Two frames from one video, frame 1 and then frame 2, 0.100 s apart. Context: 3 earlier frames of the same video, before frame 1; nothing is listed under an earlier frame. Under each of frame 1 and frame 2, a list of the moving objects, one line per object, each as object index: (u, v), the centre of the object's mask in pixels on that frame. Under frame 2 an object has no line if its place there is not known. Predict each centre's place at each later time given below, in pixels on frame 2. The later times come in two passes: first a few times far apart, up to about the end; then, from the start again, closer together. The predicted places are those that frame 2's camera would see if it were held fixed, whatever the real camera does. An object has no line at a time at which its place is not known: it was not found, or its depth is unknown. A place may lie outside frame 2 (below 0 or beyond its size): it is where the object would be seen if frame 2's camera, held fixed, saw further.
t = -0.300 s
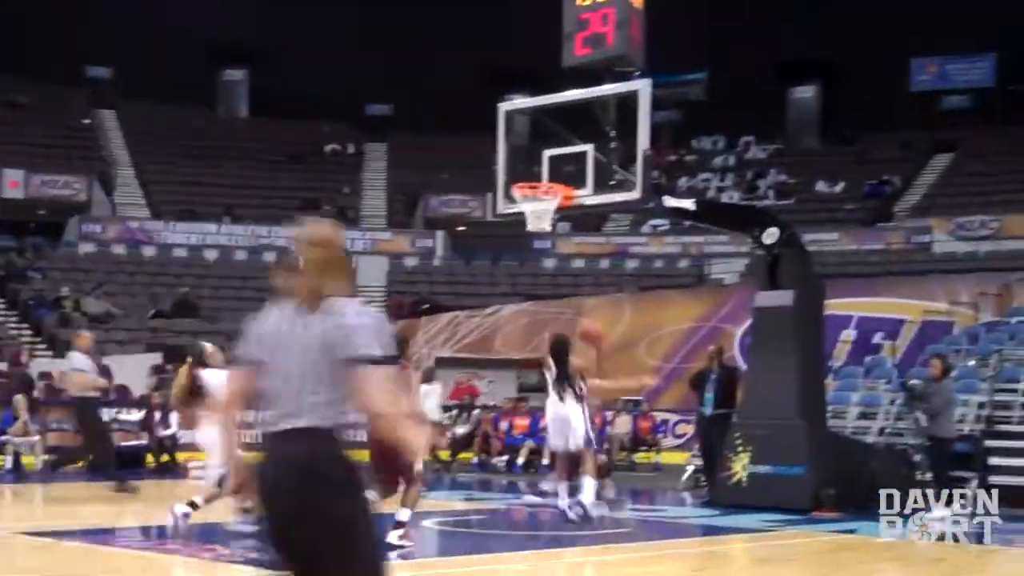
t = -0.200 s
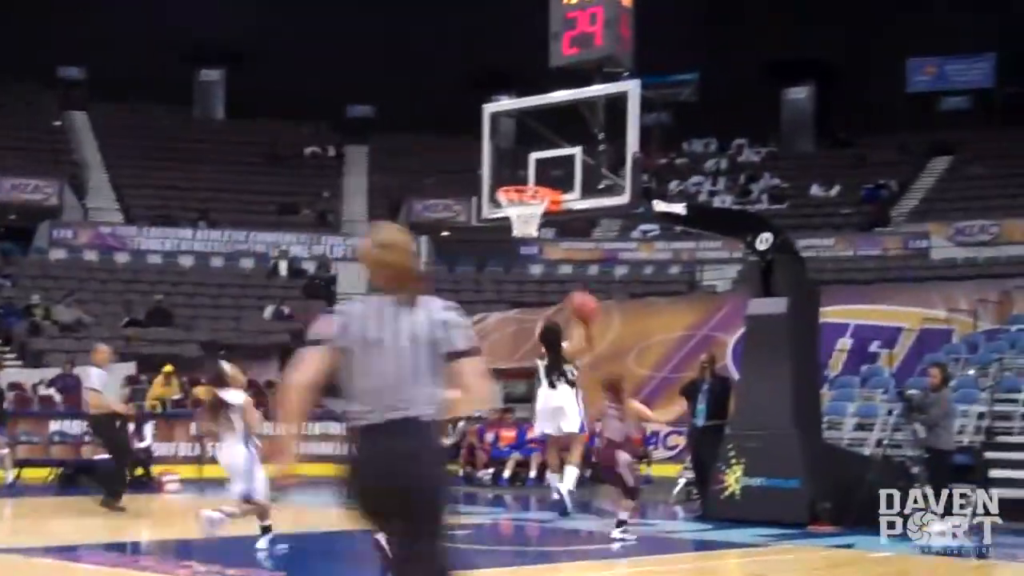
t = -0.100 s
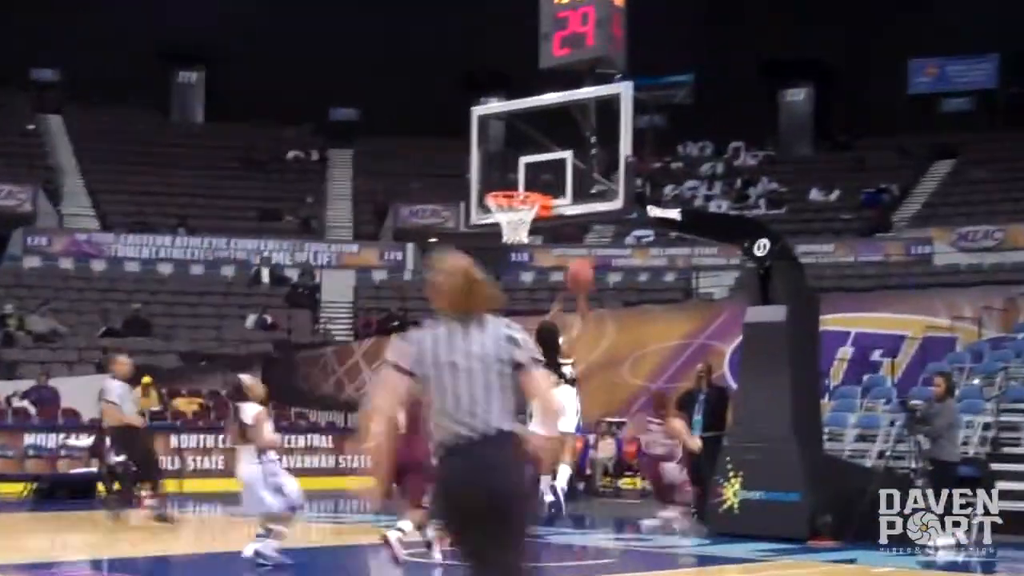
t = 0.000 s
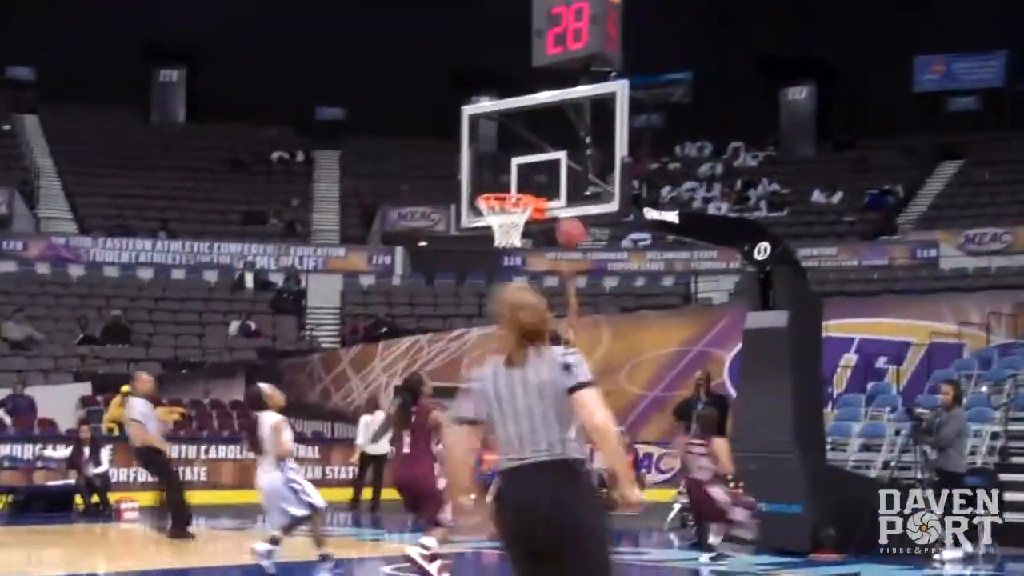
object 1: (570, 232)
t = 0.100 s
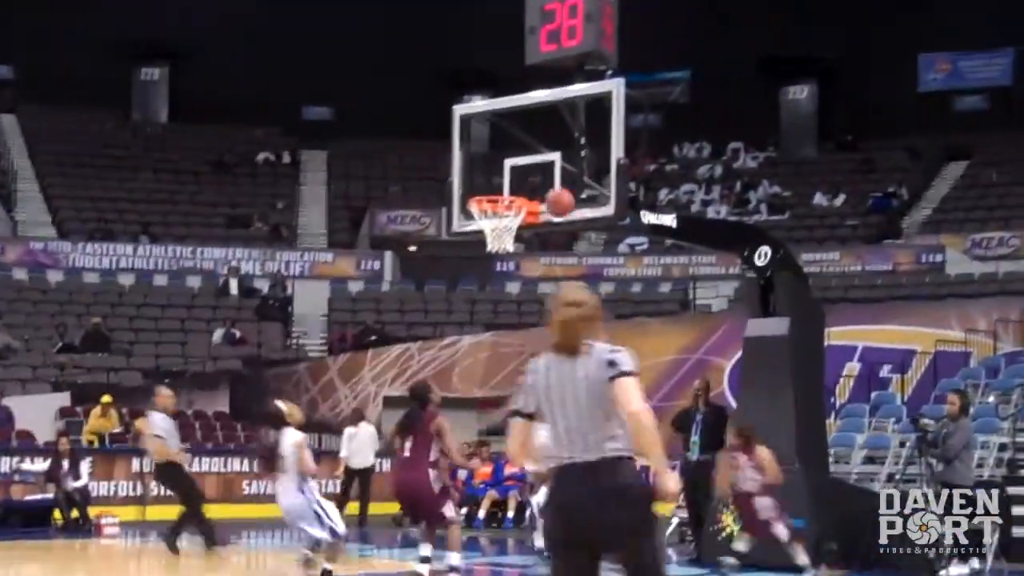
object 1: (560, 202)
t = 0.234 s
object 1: (551, 177)
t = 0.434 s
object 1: (521, 180)
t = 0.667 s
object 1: (483, 230)
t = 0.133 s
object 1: (557, 195)
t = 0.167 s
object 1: (555, 188)
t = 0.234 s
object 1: (551, 177)
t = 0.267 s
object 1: (549, 176)
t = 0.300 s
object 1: (545, 174)
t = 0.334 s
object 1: (538, 176)
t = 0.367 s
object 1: (532, 177)
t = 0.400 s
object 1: (526, 178)
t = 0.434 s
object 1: (521, 180)
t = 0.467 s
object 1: (515, 184)
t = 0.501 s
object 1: (508, 188)
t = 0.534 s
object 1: (502, 192)
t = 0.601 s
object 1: (489, 218)
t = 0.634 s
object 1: (482, 222)
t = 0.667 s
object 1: (483, 230)
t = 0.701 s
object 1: (482, 231)
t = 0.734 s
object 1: (484, 235)
